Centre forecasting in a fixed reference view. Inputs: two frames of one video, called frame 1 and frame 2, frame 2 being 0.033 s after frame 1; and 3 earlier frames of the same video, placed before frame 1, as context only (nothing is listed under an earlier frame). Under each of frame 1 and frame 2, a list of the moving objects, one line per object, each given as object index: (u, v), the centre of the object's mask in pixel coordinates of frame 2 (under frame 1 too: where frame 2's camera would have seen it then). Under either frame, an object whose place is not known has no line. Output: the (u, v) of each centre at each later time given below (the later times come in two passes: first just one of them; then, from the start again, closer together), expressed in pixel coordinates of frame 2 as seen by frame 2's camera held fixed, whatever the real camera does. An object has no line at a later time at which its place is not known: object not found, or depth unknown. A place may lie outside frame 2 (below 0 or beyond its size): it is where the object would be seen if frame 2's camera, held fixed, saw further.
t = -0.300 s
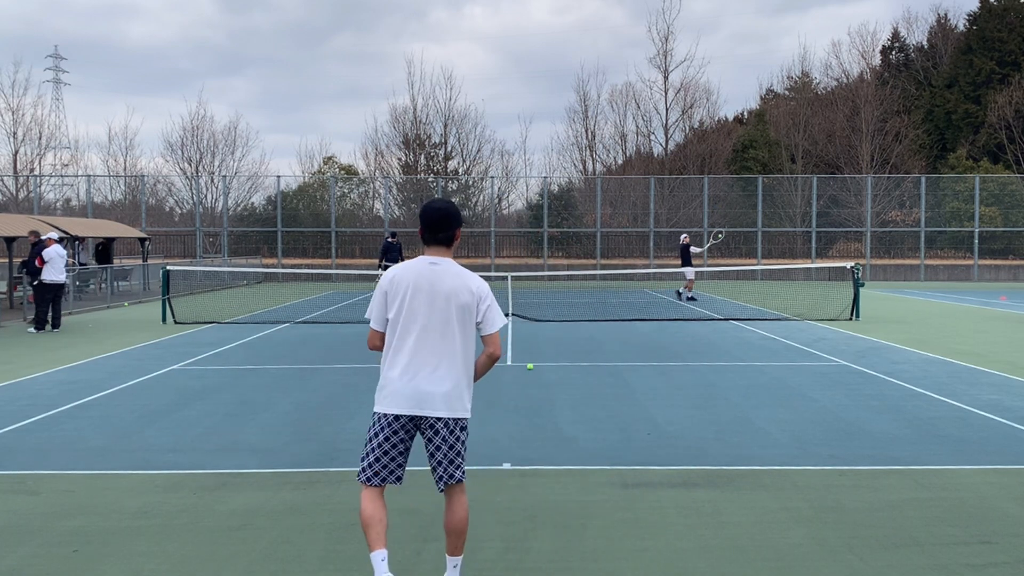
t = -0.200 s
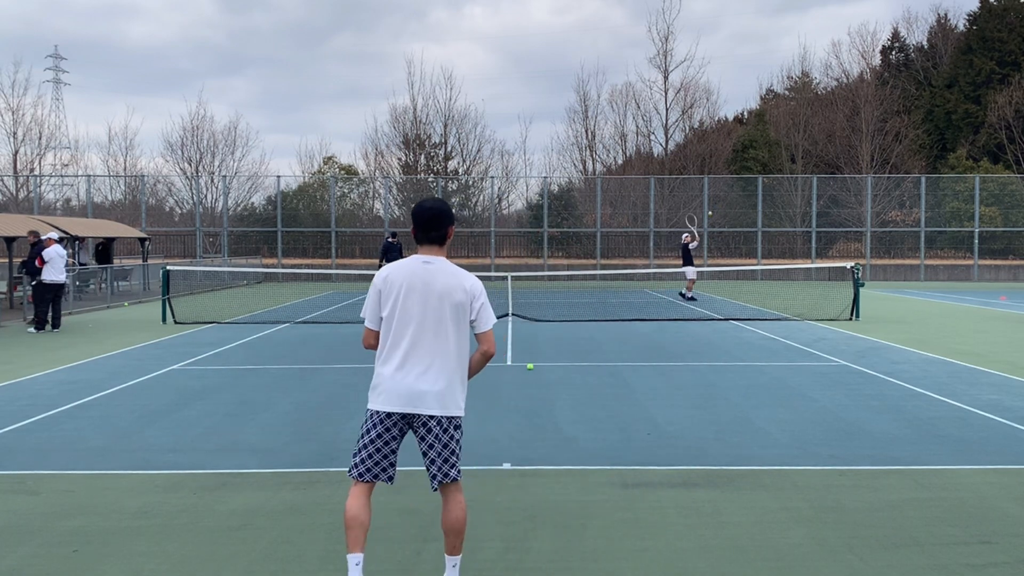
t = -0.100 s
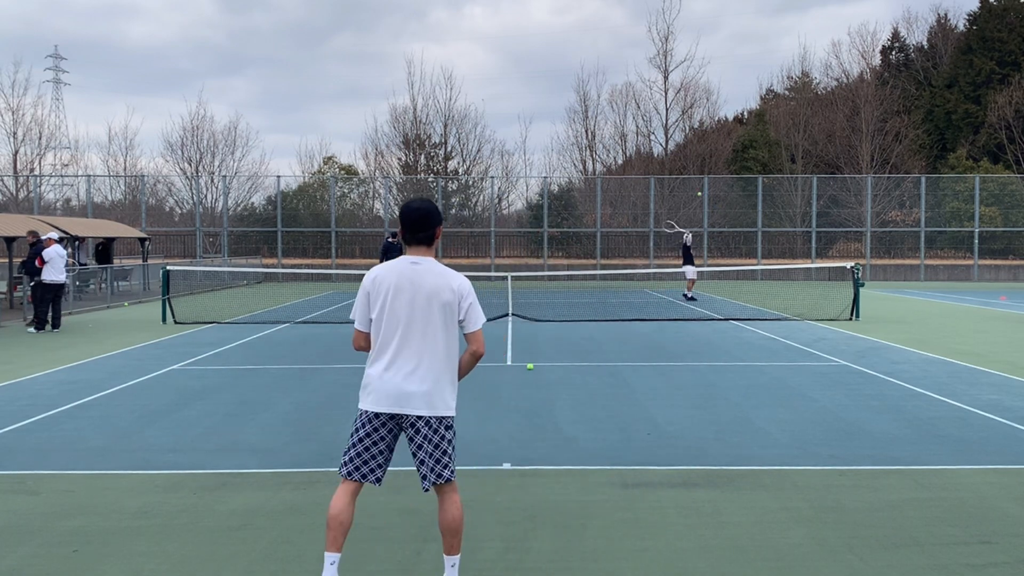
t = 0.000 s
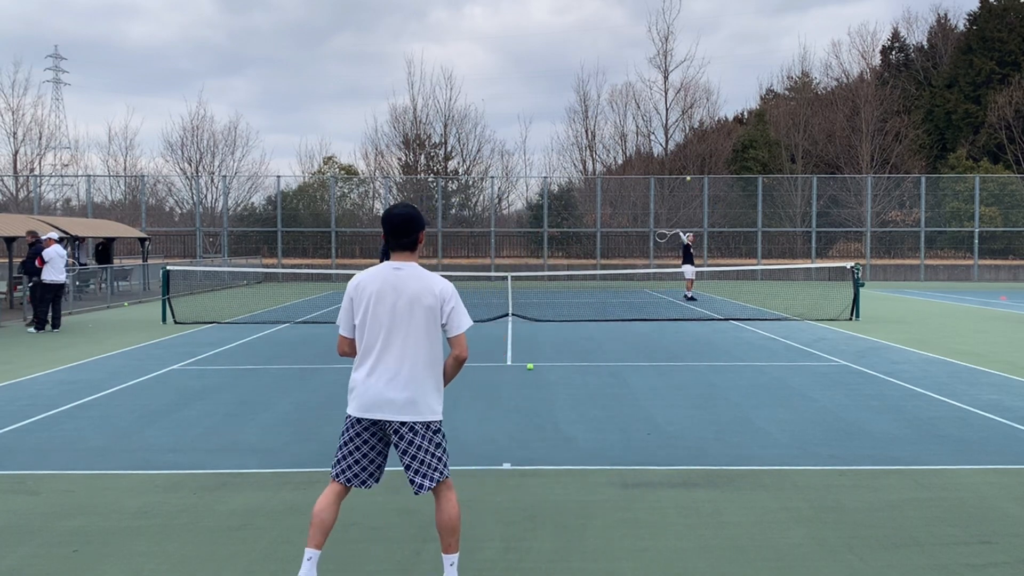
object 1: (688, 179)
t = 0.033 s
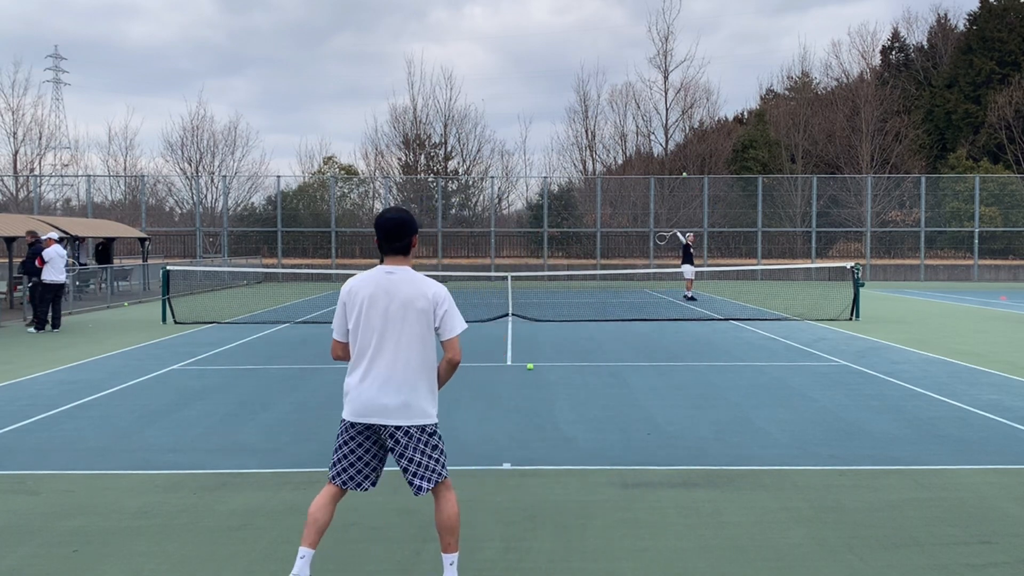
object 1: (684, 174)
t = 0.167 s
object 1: (668, 163)
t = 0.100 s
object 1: (676, 168)
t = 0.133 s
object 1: (672, 165)
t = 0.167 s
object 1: (668, 163)
